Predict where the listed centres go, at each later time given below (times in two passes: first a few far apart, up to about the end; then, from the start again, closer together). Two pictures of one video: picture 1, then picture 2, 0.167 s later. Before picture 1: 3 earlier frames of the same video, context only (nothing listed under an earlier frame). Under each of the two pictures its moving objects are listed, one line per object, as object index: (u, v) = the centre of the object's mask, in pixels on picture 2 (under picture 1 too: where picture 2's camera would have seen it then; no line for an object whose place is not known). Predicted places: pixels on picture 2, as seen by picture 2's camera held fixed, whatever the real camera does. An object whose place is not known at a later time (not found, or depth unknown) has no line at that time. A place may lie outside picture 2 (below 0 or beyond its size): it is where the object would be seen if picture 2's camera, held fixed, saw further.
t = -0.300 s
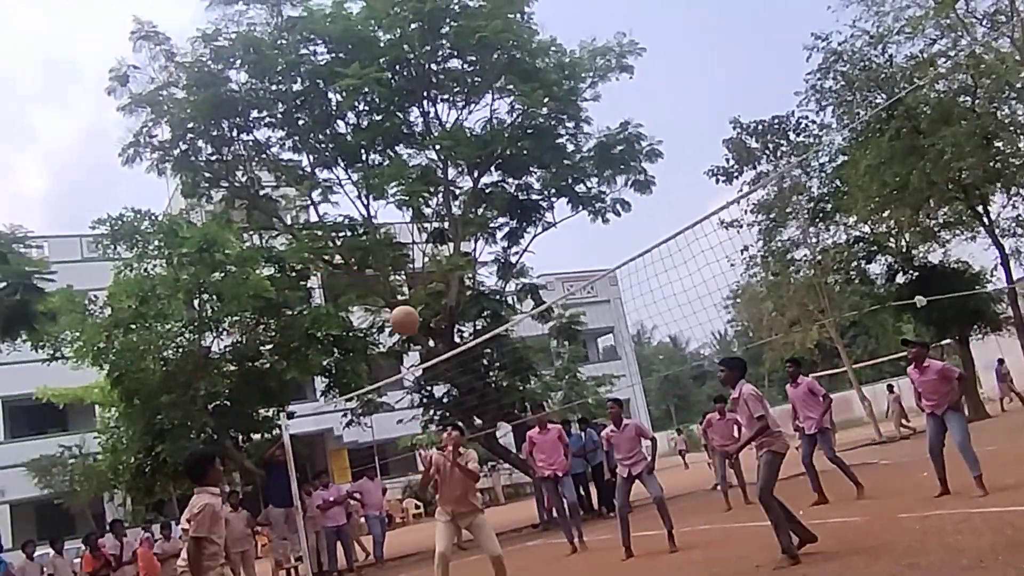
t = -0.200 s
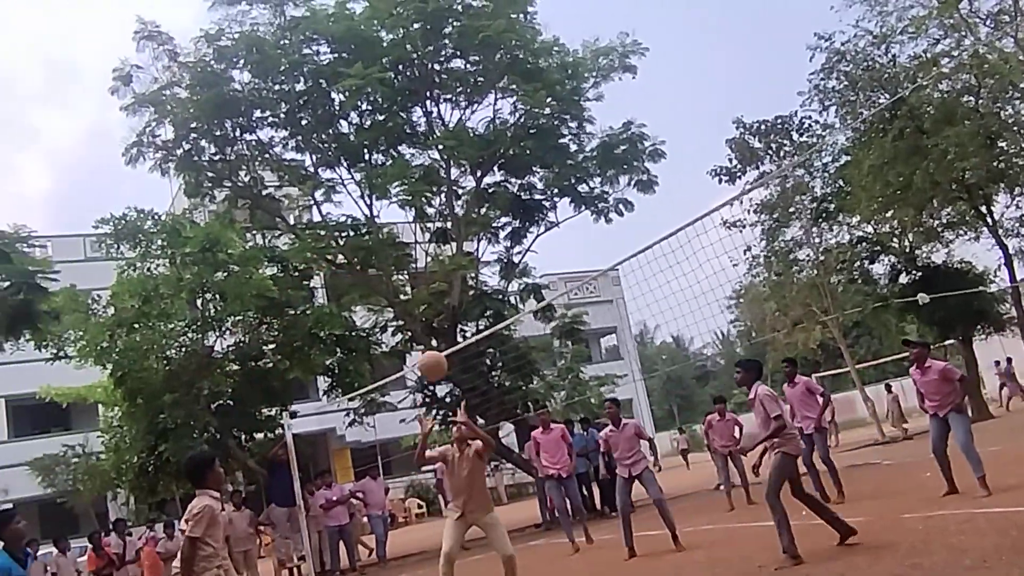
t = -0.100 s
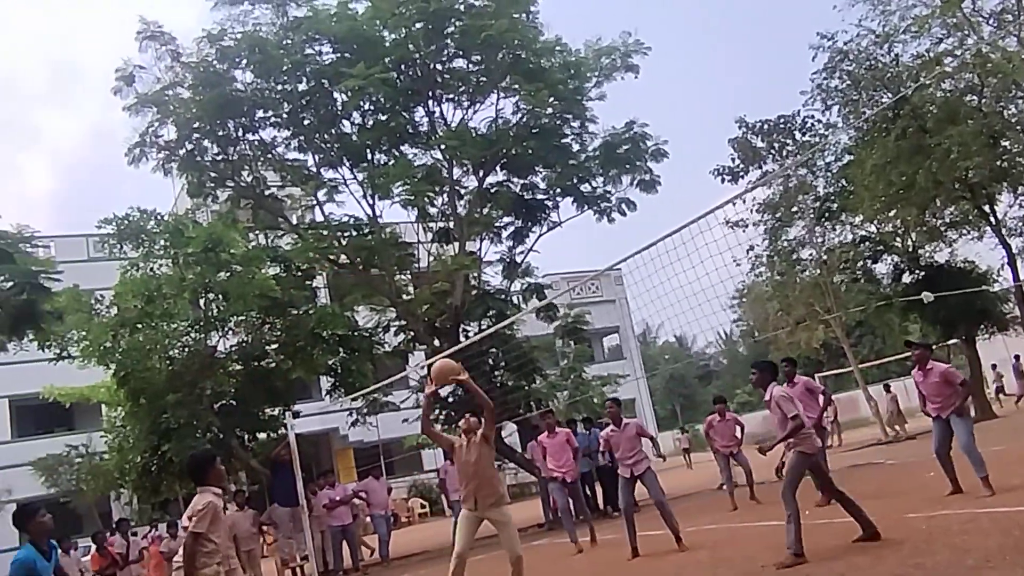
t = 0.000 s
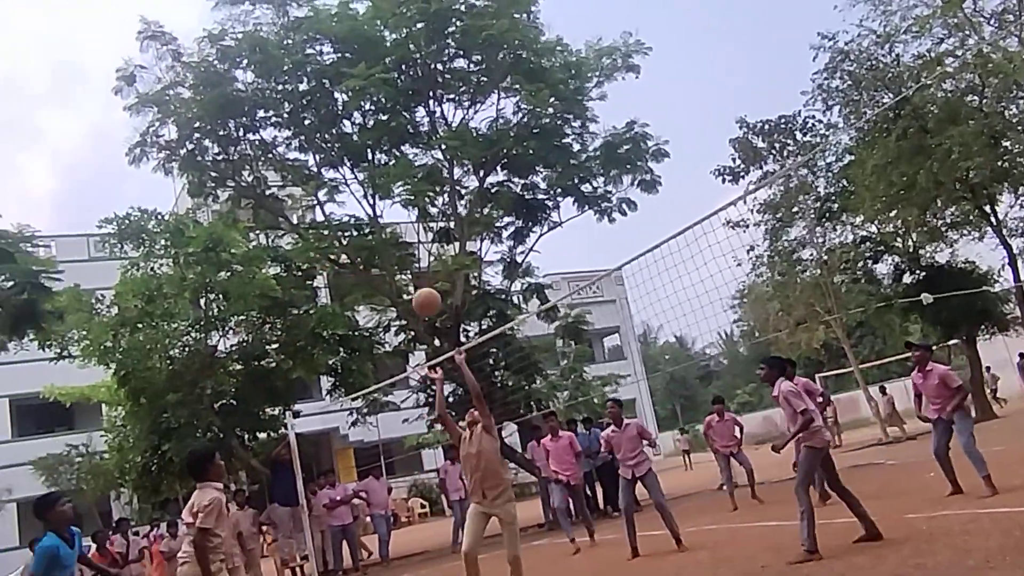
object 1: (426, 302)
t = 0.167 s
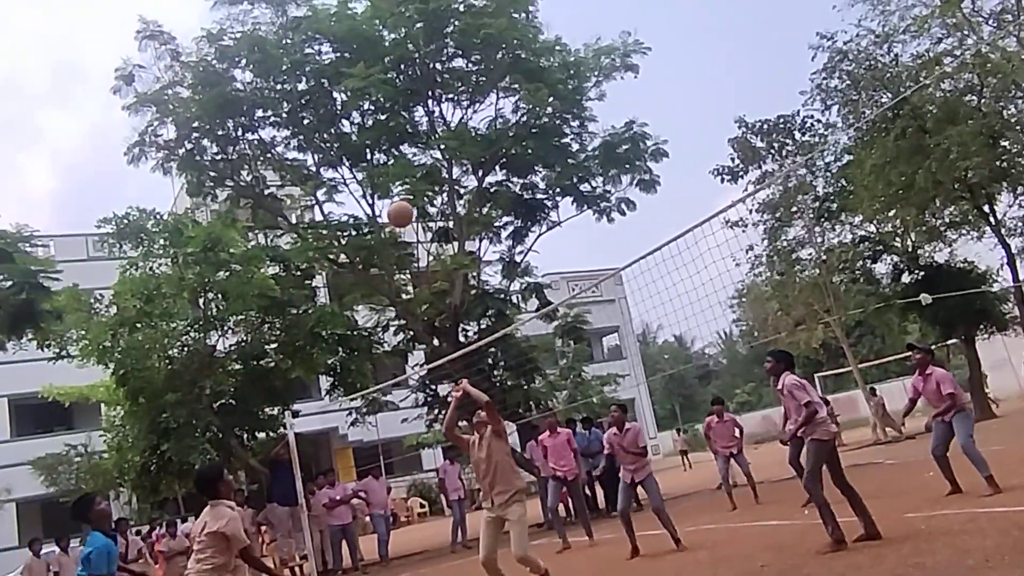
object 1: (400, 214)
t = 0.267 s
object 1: (388, 180)
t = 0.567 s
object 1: (365, 147)
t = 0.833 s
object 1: (360, 204)
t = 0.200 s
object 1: (396, 201)
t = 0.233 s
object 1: (392, 190)
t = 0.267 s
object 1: (388, 180)
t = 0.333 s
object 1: (381, 163)
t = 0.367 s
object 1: (378, 157)
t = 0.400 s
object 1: (375, 152)
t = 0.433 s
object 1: (372, 149)
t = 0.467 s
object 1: (370, 146)
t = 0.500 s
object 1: (368, 145)
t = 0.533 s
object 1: (366, 146)
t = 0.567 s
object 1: (365, 147)
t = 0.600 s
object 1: (363, 149)
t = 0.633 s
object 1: (362, 153)
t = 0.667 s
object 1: (361, 158)
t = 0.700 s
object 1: (361, 164)
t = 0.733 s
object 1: (361, 172)
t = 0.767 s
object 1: (360, 181)
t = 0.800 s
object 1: (360, 191)
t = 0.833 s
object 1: (360, 204)
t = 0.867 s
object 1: (361, 217)
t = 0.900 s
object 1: (361, 231)
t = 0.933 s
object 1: (361, 247)
